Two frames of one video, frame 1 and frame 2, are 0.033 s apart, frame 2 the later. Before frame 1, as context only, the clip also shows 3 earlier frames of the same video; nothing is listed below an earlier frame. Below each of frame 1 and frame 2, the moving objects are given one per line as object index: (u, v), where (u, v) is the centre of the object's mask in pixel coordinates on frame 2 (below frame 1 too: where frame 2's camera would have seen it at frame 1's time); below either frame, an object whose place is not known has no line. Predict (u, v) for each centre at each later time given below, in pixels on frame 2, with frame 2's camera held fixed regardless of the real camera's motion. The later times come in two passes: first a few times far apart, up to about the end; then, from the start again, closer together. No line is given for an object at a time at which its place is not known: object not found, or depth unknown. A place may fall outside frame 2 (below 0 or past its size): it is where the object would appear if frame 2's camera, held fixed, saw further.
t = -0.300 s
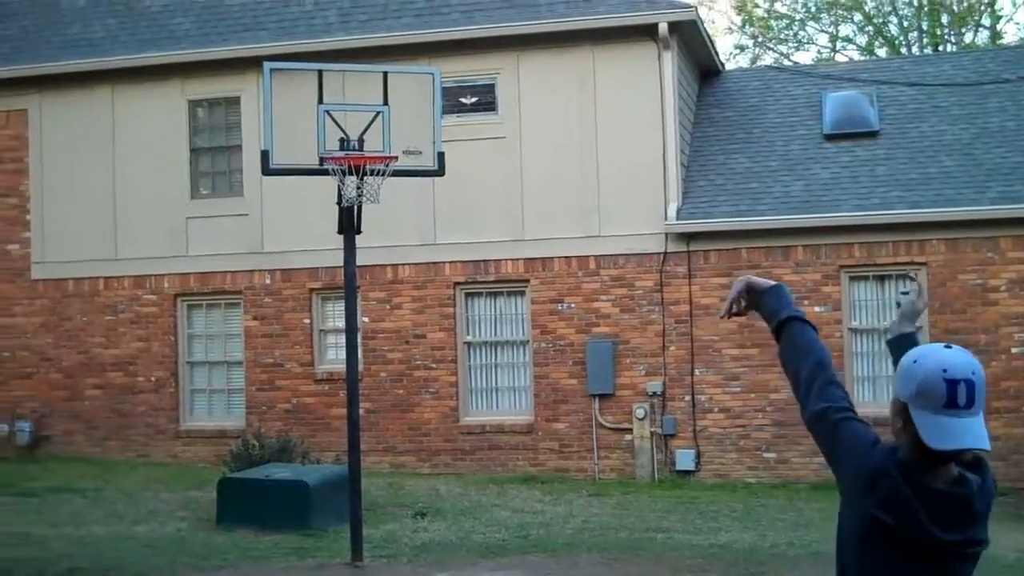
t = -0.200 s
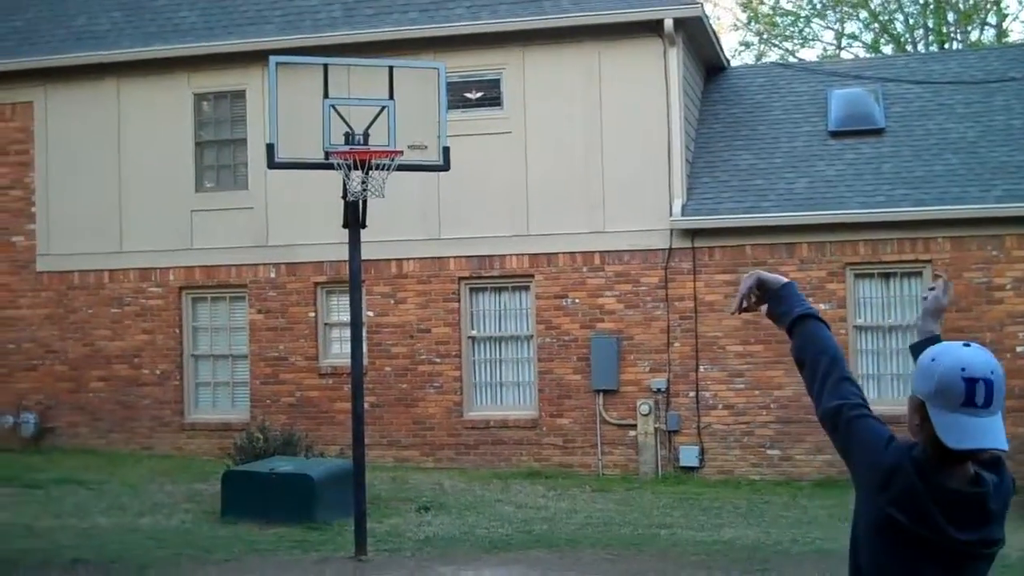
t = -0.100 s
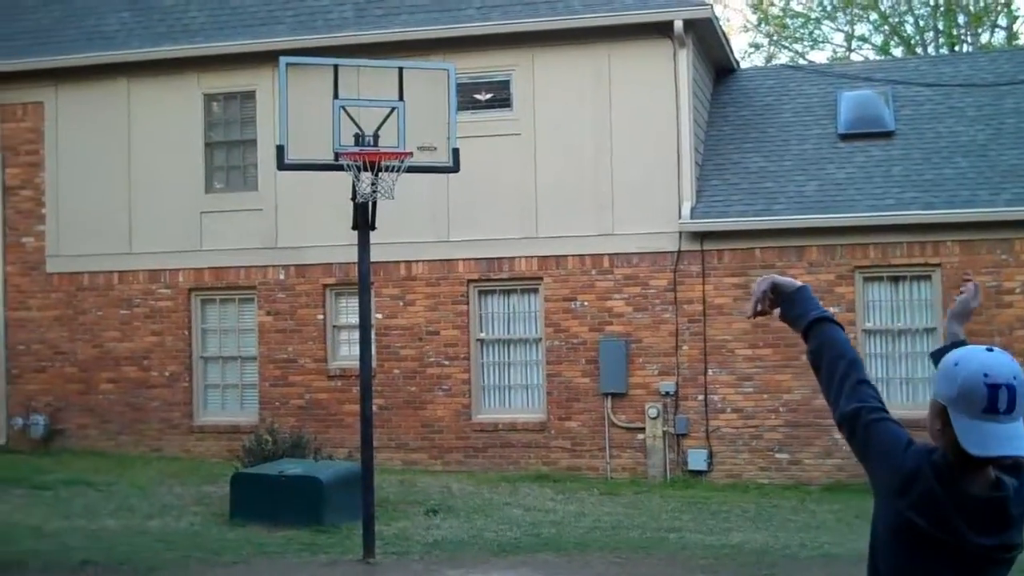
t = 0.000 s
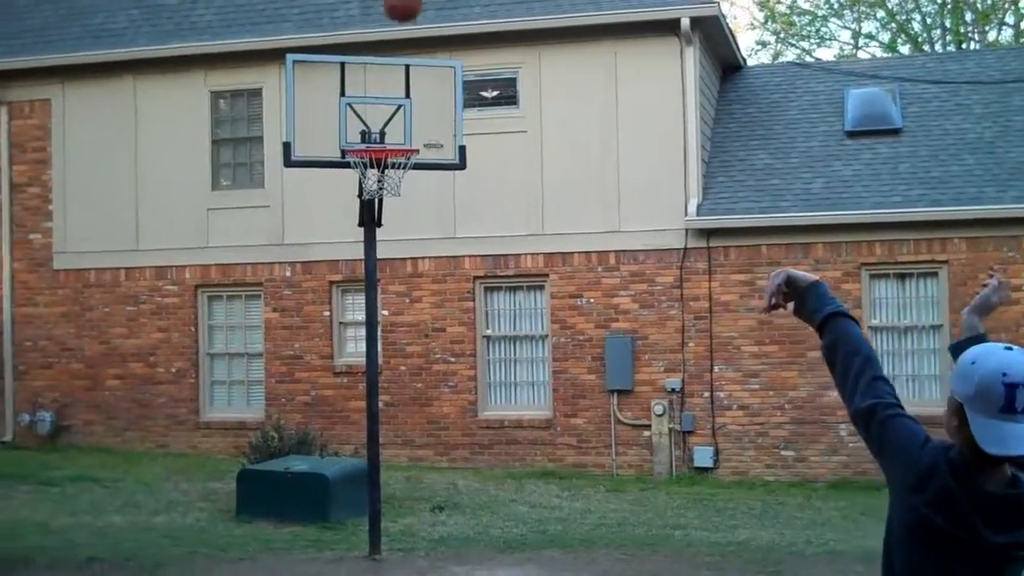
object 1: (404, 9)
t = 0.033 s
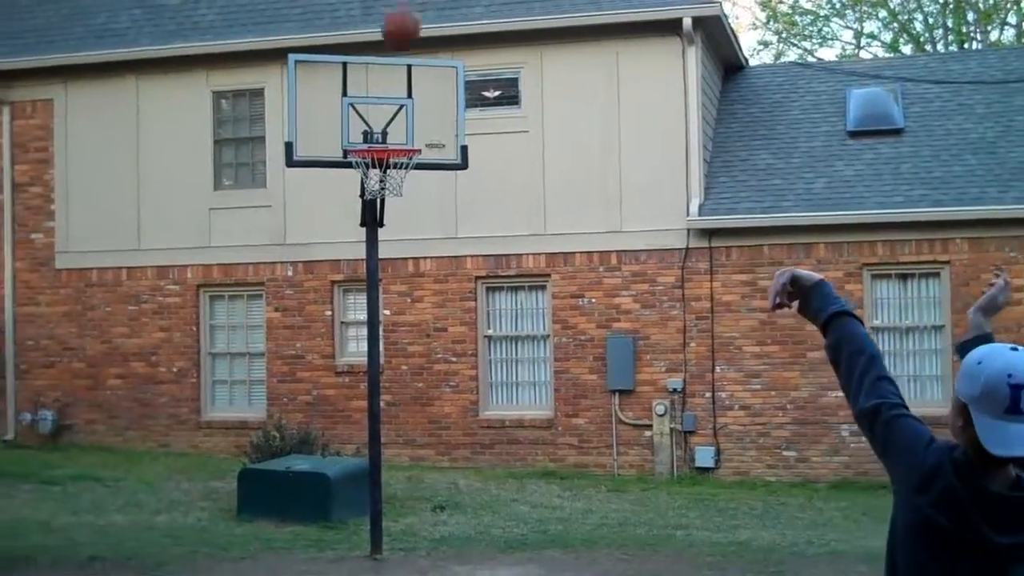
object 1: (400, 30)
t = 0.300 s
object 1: (378, 209)
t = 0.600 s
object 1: (364, 373)
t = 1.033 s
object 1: (355, 432)
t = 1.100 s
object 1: (358, 404)
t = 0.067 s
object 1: (396, 56)
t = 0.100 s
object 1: (392, 87)
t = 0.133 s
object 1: (389, 115)
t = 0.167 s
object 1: (386, 143)
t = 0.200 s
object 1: (382, 177)
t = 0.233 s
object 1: (381, 191)
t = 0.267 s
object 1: (379, 200)
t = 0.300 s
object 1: (378, 209)
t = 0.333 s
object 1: (377, 223)
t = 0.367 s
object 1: (376, 235)
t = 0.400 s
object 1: (374, 250)
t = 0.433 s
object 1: (374, 266)
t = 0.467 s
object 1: (371, 286)
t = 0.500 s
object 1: (371, 305)
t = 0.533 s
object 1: (370, 326)
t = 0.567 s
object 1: (367, 350)
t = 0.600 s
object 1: (364, 373)
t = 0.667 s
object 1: (358, 430)
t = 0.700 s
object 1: (355, 461)
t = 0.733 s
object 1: (349, 489)
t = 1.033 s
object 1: (355, 432)
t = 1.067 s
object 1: (356, 418)
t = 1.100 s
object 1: (358, 404)
